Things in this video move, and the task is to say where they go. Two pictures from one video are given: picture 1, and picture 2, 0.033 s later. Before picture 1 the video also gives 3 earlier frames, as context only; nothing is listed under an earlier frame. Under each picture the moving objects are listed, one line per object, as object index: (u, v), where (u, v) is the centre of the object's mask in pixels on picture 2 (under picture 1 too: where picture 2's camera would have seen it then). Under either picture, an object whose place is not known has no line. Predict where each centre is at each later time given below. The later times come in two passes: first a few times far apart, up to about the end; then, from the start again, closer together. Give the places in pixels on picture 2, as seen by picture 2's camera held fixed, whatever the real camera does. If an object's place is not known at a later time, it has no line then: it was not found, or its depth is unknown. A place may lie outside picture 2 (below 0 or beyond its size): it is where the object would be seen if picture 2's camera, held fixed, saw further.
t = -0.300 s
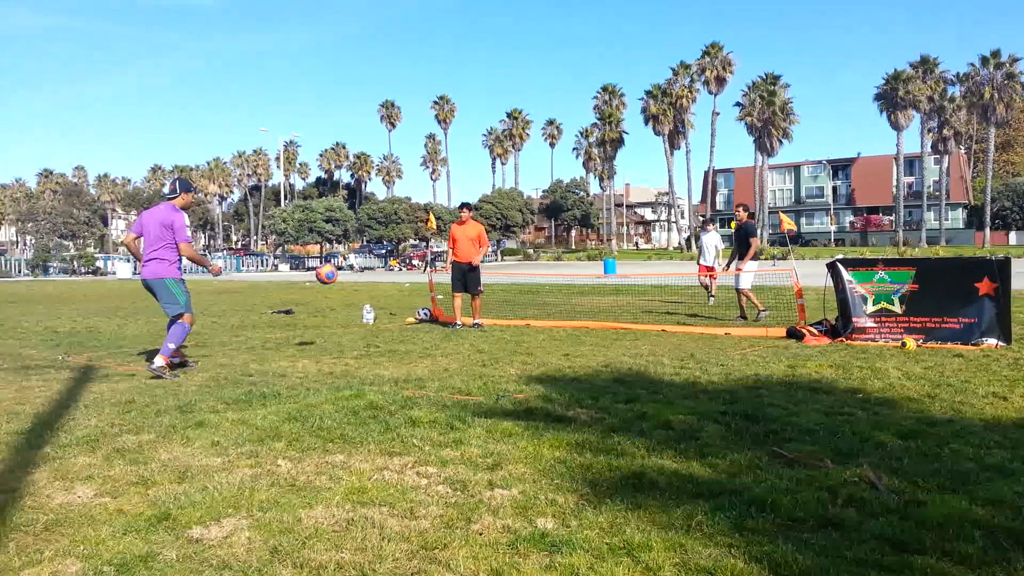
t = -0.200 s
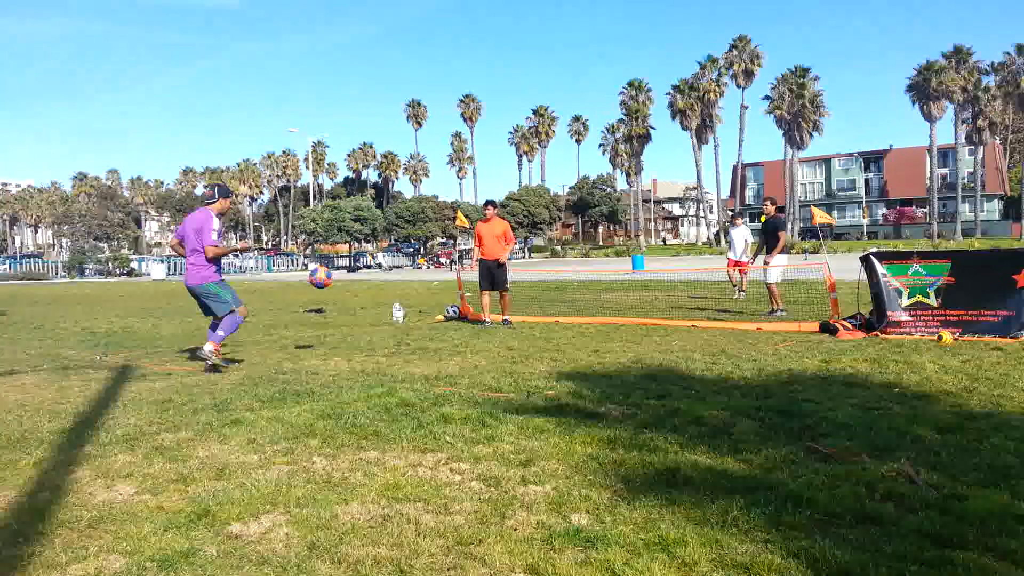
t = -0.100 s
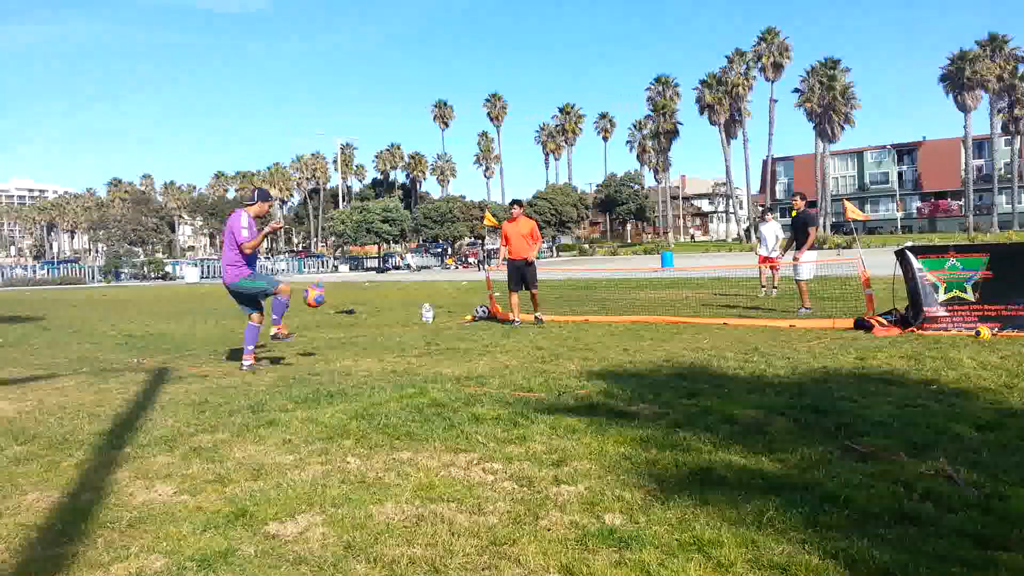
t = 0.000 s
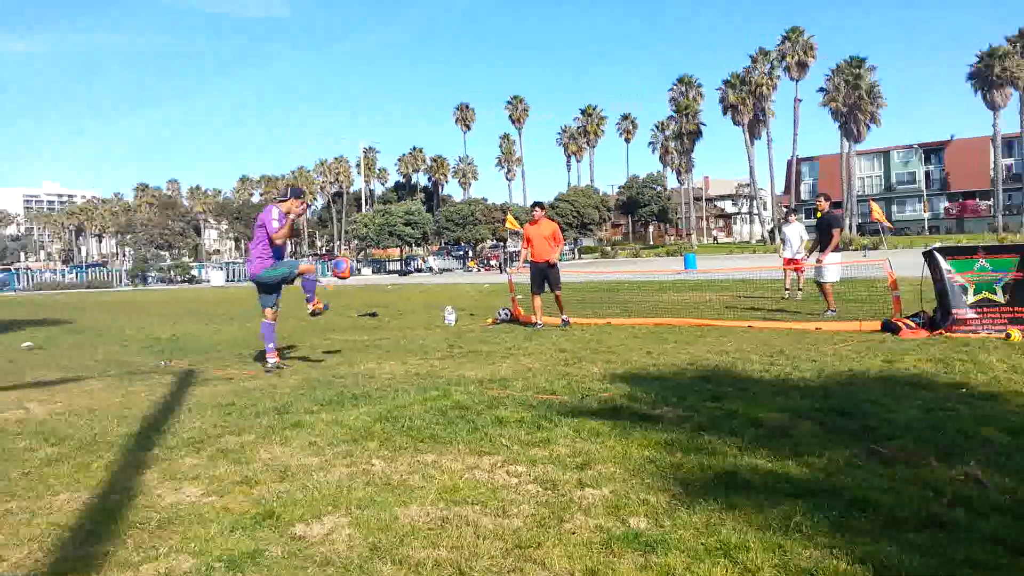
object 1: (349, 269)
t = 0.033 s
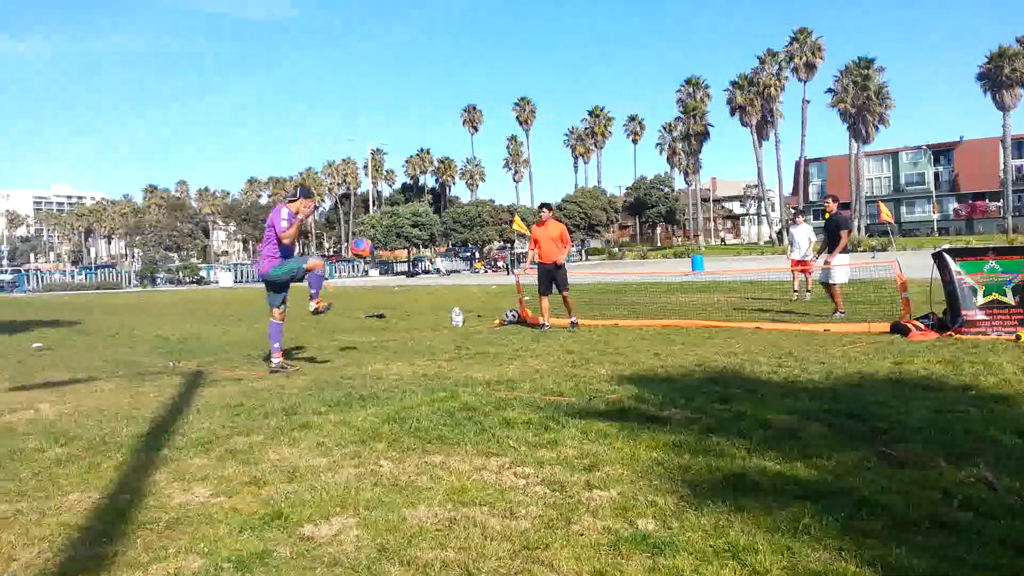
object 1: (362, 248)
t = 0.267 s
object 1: (439, 137)
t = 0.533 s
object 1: (517, 83)
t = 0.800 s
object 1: (585, 94)
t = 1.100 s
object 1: (652, 167)
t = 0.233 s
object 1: (428, 148)
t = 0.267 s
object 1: (439, 137)
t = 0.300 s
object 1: (449, 126)
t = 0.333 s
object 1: (458, 117)
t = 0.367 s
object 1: (469, 108)
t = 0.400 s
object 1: (479, 101)
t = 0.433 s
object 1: (488, 95)
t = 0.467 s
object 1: (498, 90)
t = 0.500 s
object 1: (507, 86)
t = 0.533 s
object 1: (517, 83)
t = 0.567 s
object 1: (526, 82)
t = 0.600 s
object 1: (534, 81)
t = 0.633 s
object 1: (543, 80)
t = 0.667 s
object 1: (552, 81)
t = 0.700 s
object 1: (561, 84)
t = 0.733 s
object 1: (569, 86)
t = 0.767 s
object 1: (577, 90)
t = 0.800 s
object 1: (585, 94)
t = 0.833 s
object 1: (592, 99)
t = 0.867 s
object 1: (600, 105)
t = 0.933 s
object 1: (616, 119)
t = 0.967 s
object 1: (622, 128)
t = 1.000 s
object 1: (629, 136)
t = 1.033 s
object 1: (637, 146)
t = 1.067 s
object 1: (645, 156)
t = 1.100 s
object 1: (652, 167)
